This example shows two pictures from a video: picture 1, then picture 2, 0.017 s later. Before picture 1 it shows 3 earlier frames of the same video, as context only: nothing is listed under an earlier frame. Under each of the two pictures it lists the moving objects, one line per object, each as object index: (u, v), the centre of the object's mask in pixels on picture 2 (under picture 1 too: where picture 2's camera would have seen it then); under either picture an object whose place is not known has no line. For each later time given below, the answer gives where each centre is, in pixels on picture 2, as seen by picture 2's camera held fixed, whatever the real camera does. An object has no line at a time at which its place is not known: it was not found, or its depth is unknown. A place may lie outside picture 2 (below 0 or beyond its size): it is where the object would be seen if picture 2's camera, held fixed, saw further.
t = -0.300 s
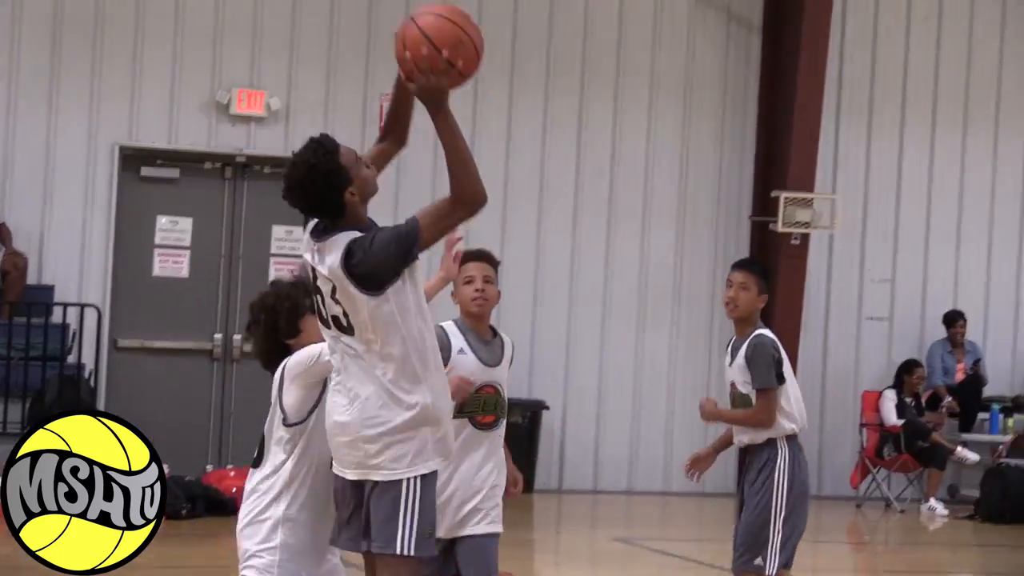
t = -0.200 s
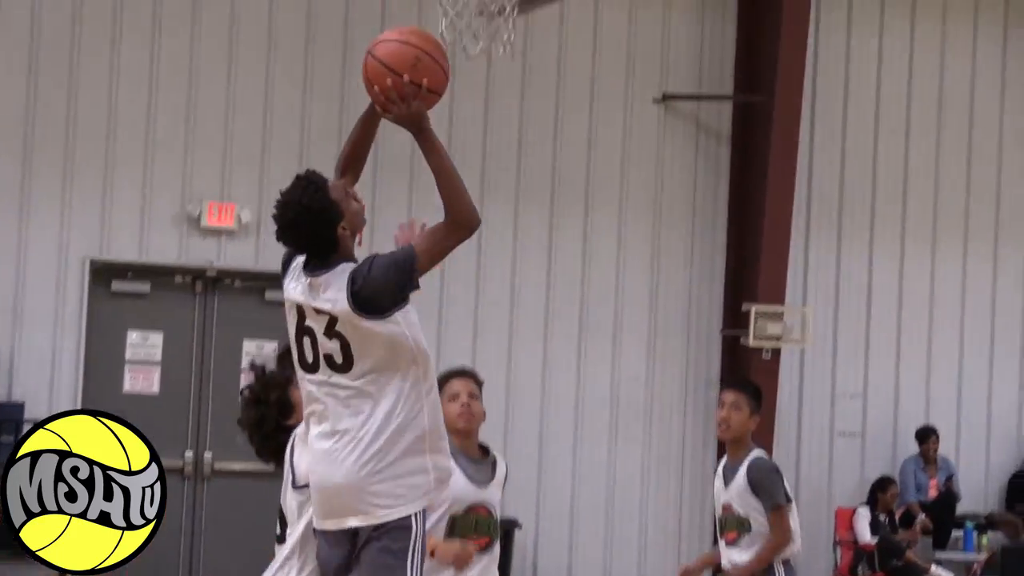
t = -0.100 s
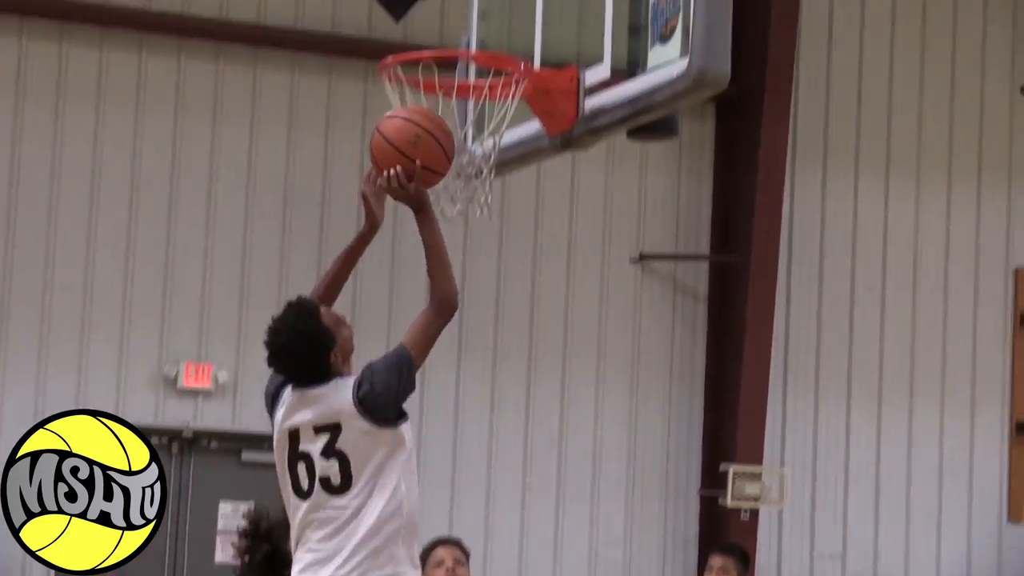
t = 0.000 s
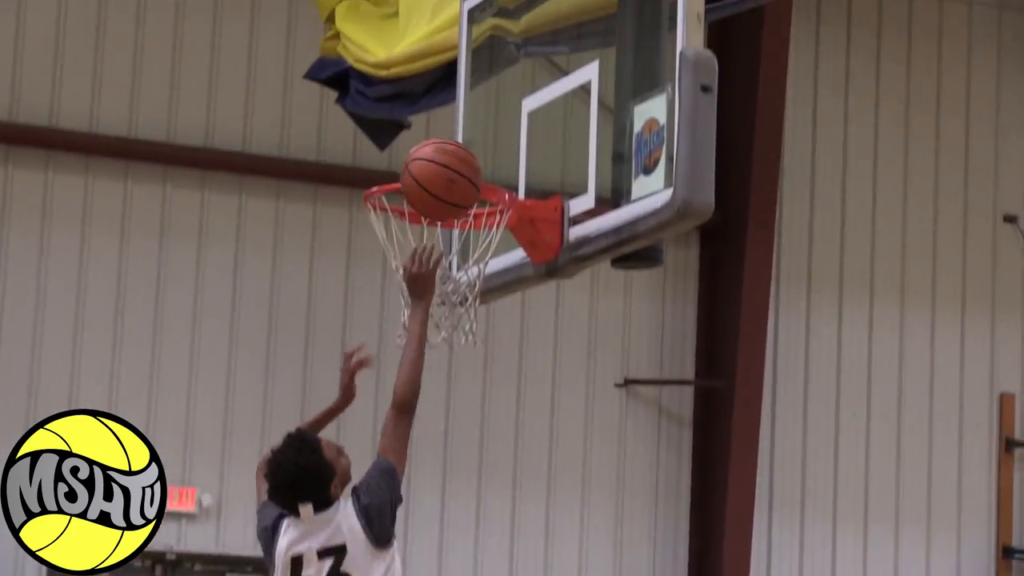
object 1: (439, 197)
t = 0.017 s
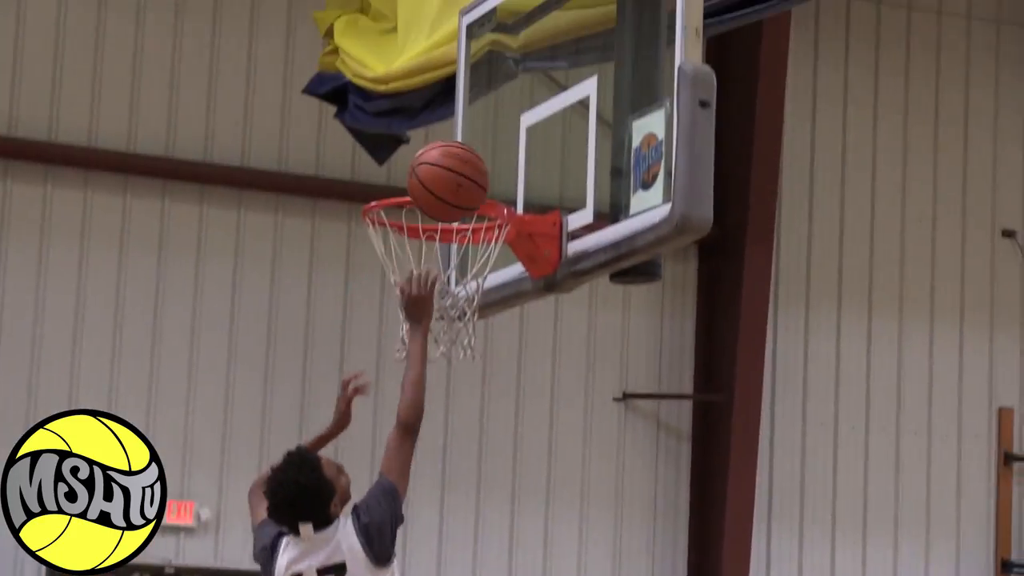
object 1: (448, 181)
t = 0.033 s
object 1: (456, 167)
